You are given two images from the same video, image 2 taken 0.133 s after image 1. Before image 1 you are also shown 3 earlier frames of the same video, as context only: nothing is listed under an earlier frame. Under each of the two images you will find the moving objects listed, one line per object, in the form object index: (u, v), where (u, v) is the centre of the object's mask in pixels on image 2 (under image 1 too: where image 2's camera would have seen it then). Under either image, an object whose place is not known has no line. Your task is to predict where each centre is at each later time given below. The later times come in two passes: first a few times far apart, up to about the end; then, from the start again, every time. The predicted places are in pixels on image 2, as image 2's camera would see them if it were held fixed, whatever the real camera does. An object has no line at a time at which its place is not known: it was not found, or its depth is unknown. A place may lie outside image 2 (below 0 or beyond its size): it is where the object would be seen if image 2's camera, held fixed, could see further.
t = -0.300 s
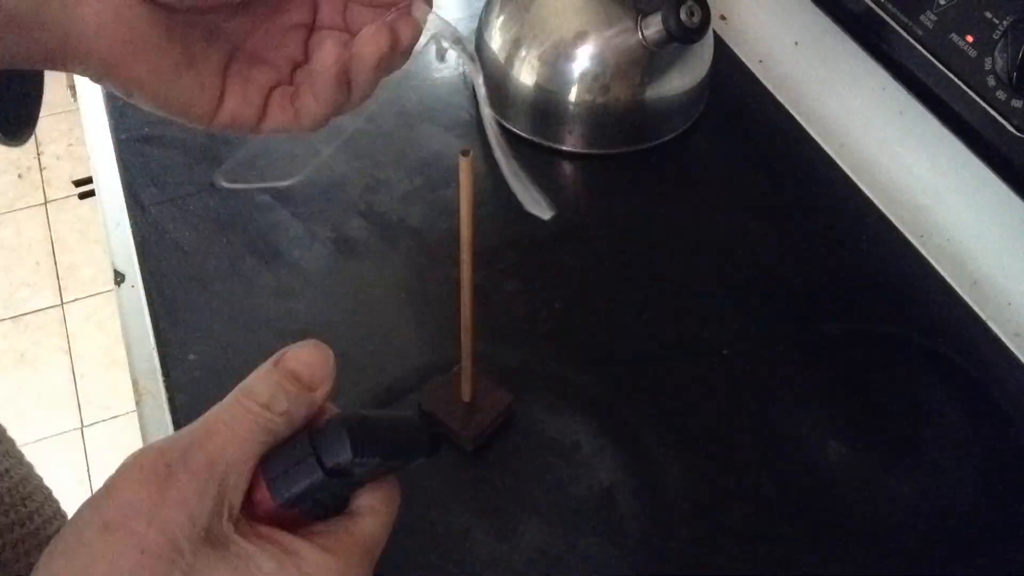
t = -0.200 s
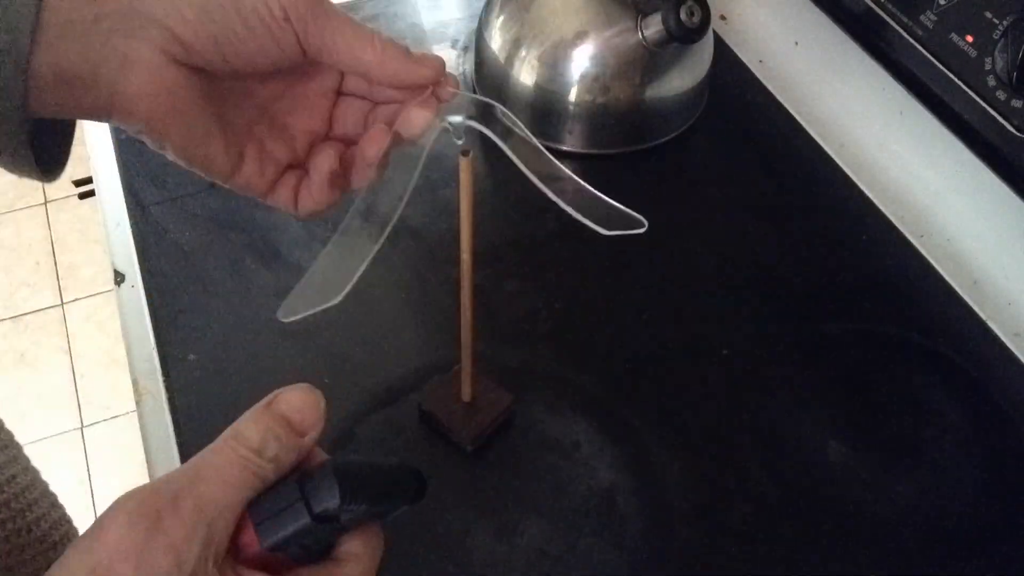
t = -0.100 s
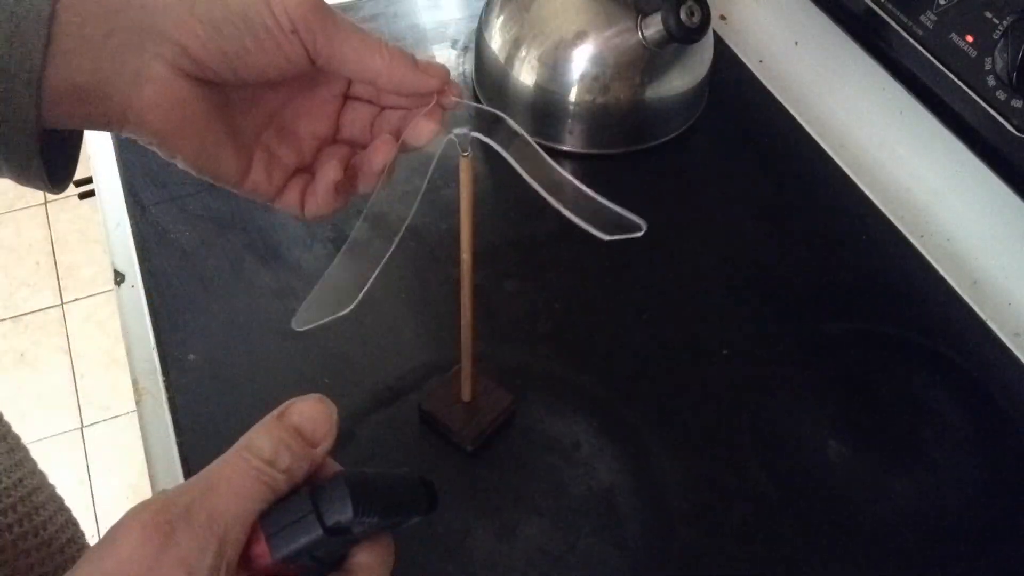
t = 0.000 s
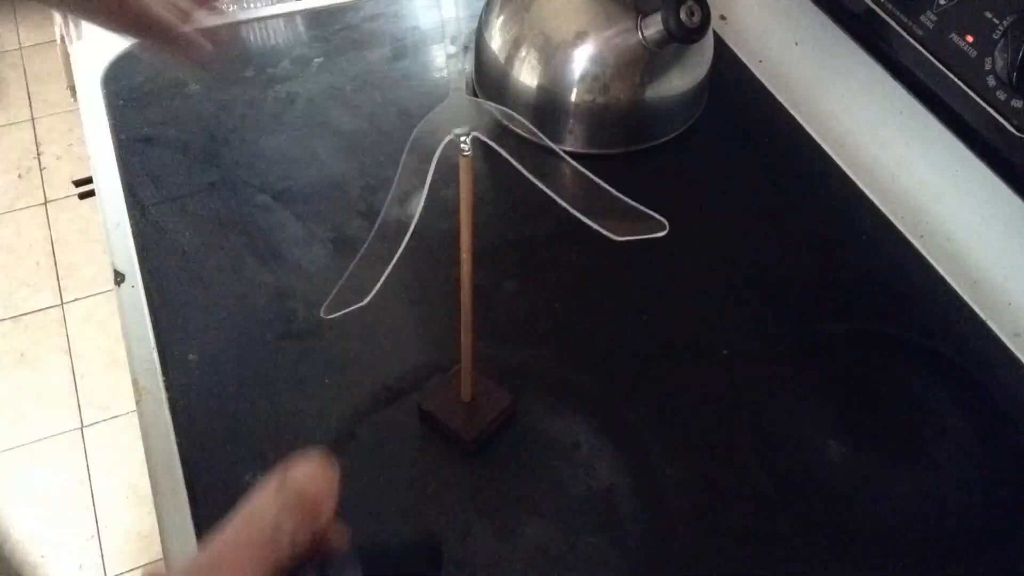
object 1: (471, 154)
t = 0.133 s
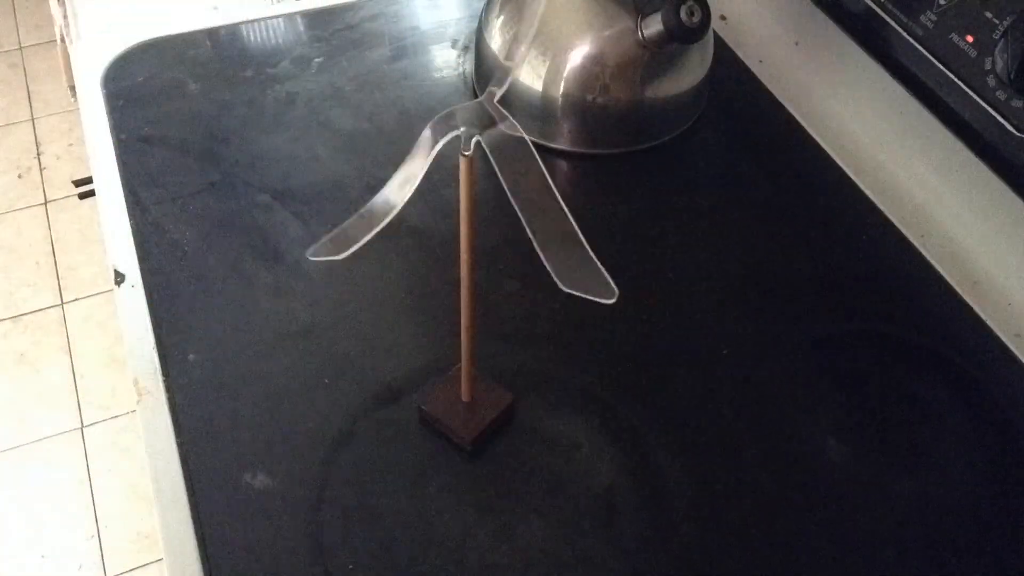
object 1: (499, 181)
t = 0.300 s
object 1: (493, 187)
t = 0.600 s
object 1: (472, 197)
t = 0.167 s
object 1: (492, 177)
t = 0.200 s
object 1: (490, 186)
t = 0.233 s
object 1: (493, 186)
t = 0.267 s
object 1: (489, 192)
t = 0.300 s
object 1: (493, 187)
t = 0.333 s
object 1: (492, 191)
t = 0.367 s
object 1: (488, 193)
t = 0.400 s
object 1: (486, 194)
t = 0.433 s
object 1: (483, 194)
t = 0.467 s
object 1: (482, 196)
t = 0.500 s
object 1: (479, 196)
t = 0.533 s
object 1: (476, 197)
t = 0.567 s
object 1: (474, 197)
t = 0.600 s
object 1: (472, 197)
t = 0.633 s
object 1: (471, 197)
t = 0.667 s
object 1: (467, 200)
